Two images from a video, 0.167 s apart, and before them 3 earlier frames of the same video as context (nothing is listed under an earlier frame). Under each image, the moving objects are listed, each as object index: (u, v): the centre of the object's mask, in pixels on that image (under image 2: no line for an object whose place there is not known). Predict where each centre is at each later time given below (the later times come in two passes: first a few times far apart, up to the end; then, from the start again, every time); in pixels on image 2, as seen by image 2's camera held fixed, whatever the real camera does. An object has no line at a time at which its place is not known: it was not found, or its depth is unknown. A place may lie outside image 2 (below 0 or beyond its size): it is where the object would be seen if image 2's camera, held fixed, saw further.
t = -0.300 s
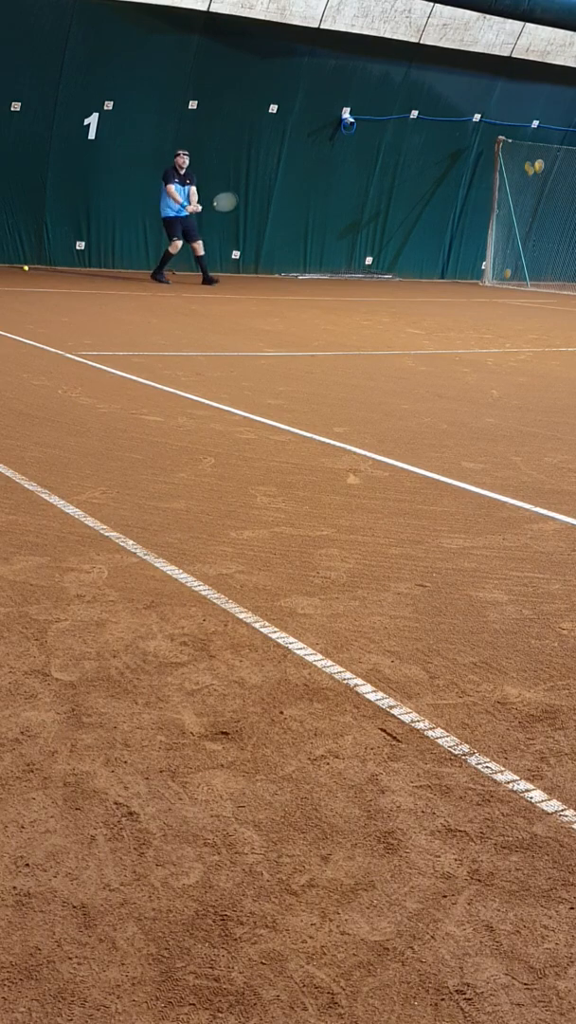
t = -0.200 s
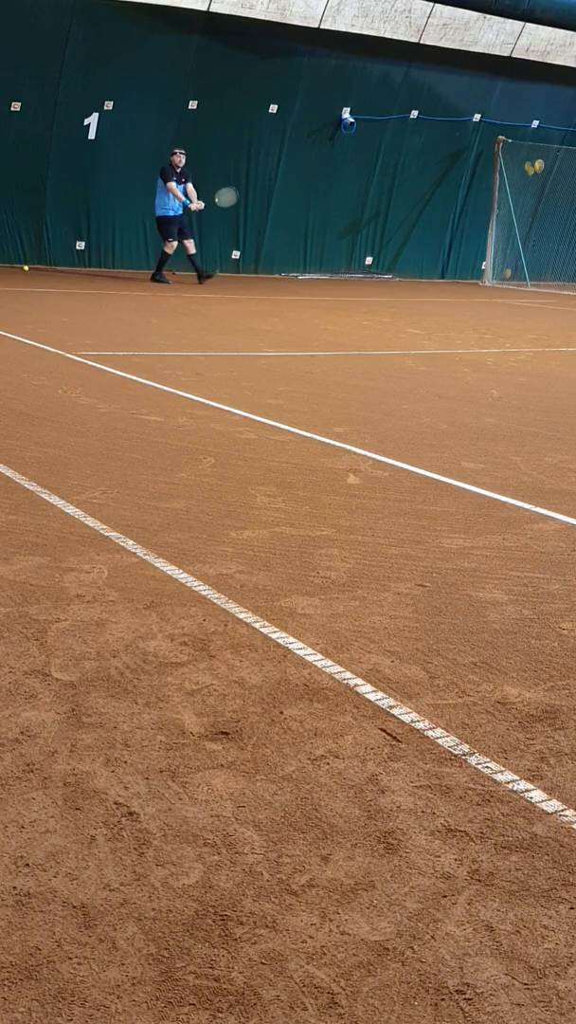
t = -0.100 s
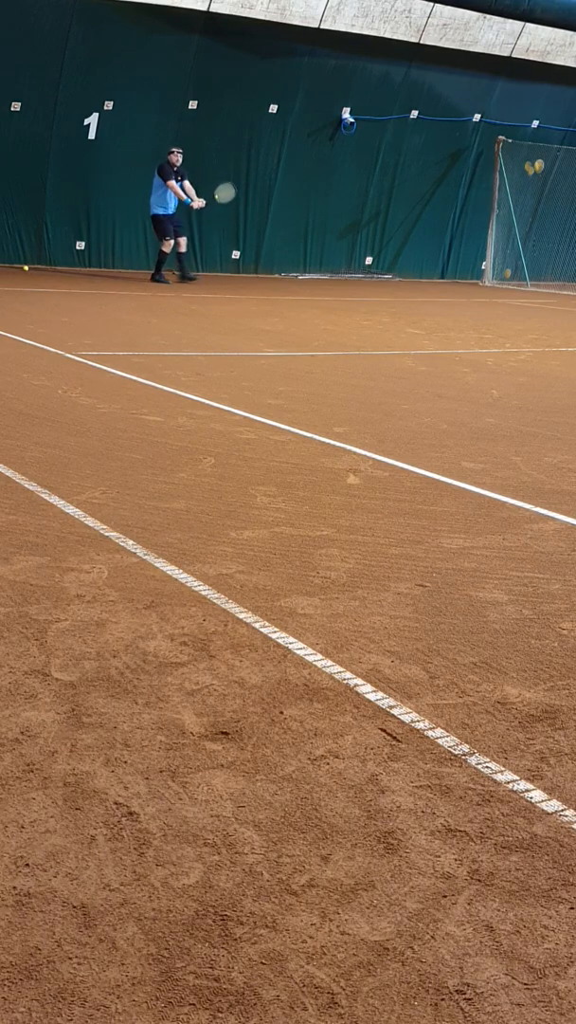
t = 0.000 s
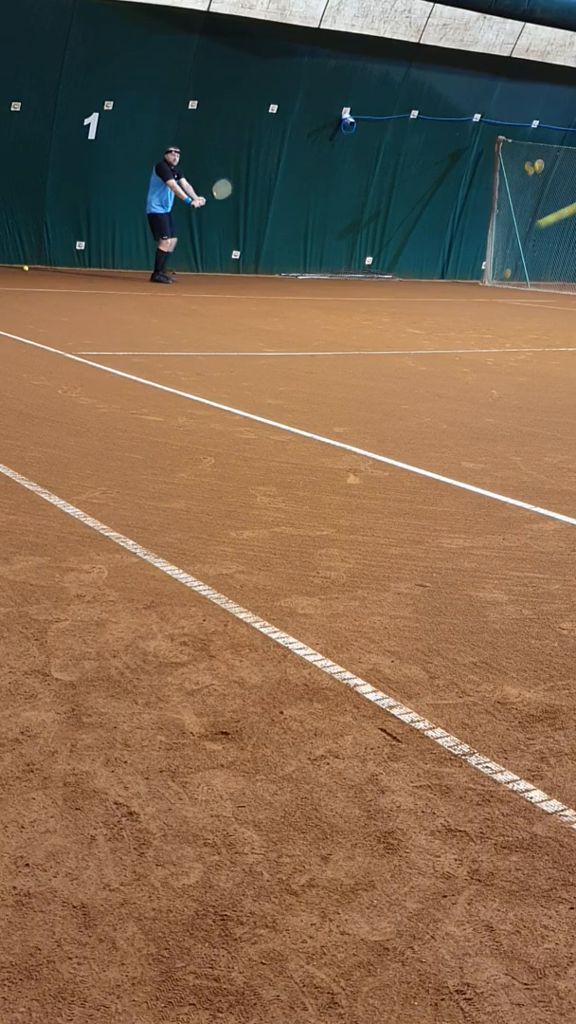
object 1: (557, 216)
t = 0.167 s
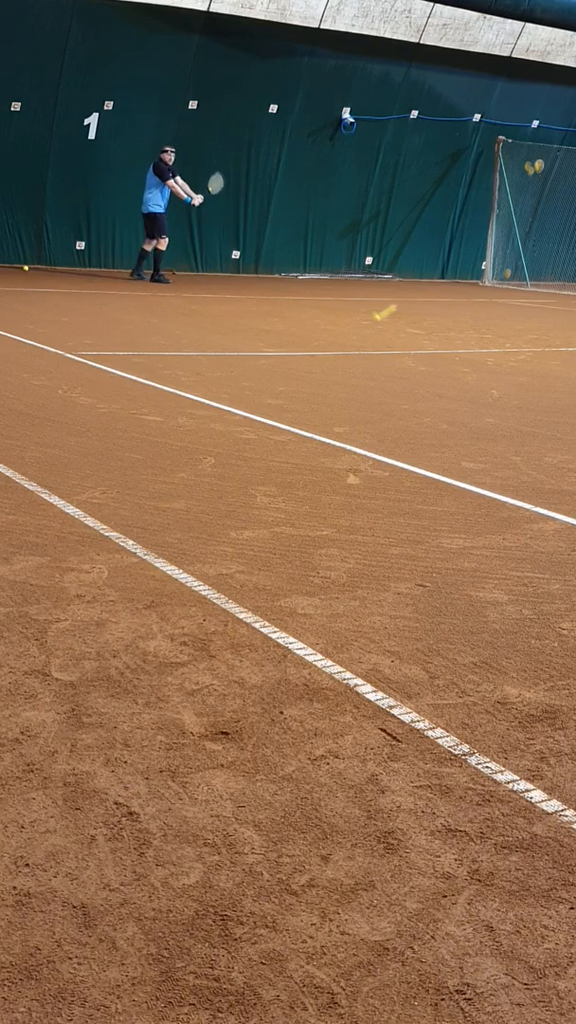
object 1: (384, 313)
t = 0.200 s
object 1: (367, 302)
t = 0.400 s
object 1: (303, 216)
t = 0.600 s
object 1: (253, 190)
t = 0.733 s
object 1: (225, 195)
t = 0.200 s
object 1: (367, 302)
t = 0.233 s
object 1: (355, 282)
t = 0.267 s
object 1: (343, 265)
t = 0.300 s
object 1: (333, 251)
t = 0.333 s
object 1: (323, 237)
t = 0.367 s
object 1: (312, 226)
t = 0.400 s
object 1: (303, 216)
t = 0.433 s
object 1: (294, 209)
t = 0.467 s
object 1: (285, 202)
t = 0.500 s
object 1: (276, 197)
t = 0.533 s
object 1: (268, 193)
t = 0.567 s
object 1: (261, 191)
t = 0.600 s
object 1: (253, 190)
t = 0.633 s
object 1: (245, 189)
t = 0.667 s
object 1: (238, 190)
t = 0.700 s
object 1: (231, 192)
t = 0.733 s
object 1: (225, 195)
